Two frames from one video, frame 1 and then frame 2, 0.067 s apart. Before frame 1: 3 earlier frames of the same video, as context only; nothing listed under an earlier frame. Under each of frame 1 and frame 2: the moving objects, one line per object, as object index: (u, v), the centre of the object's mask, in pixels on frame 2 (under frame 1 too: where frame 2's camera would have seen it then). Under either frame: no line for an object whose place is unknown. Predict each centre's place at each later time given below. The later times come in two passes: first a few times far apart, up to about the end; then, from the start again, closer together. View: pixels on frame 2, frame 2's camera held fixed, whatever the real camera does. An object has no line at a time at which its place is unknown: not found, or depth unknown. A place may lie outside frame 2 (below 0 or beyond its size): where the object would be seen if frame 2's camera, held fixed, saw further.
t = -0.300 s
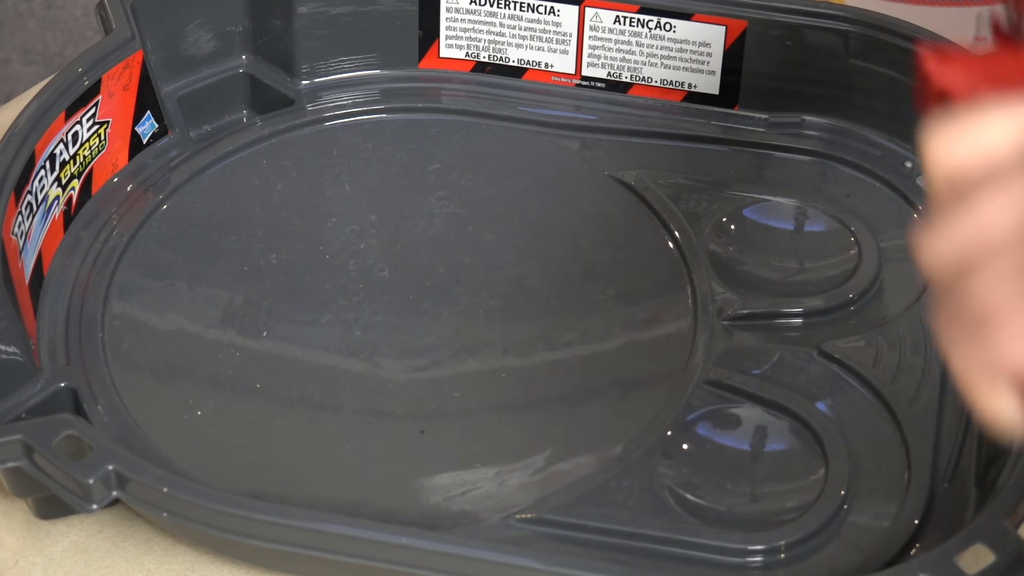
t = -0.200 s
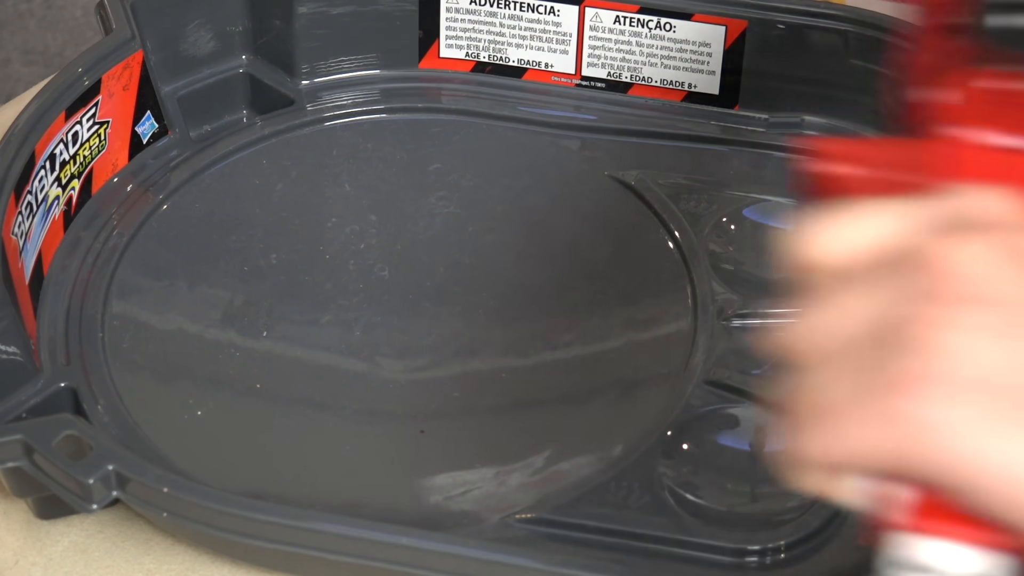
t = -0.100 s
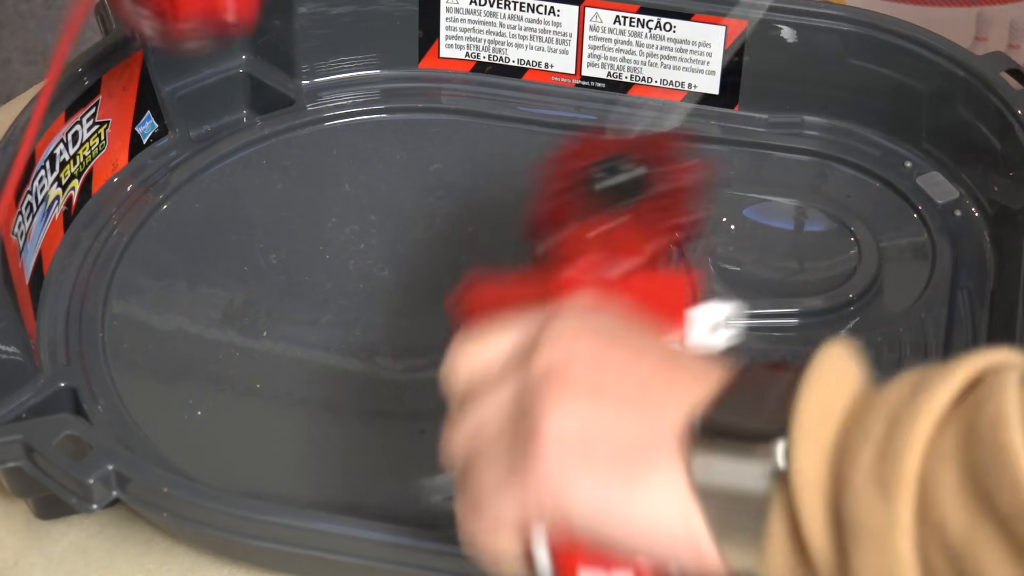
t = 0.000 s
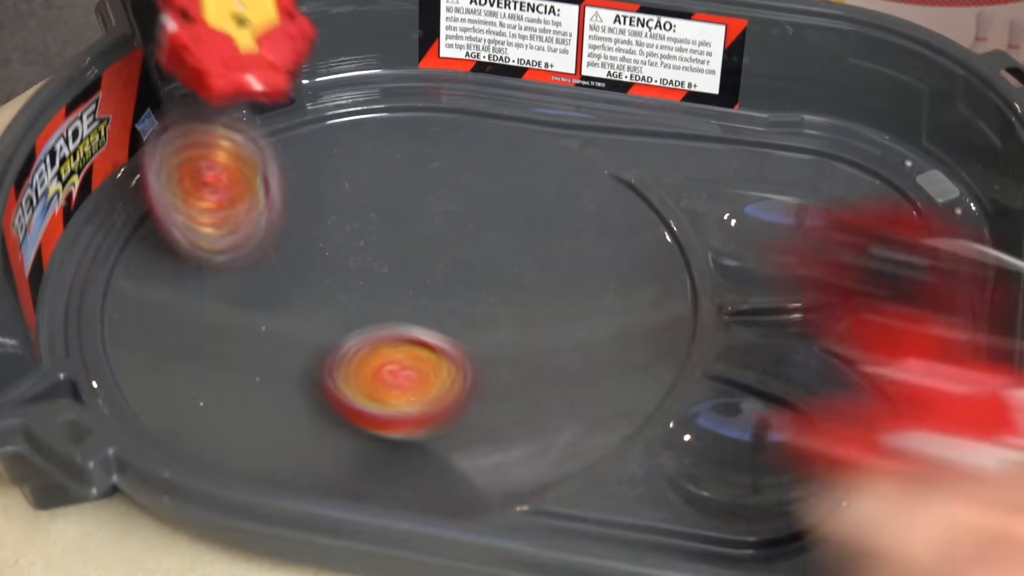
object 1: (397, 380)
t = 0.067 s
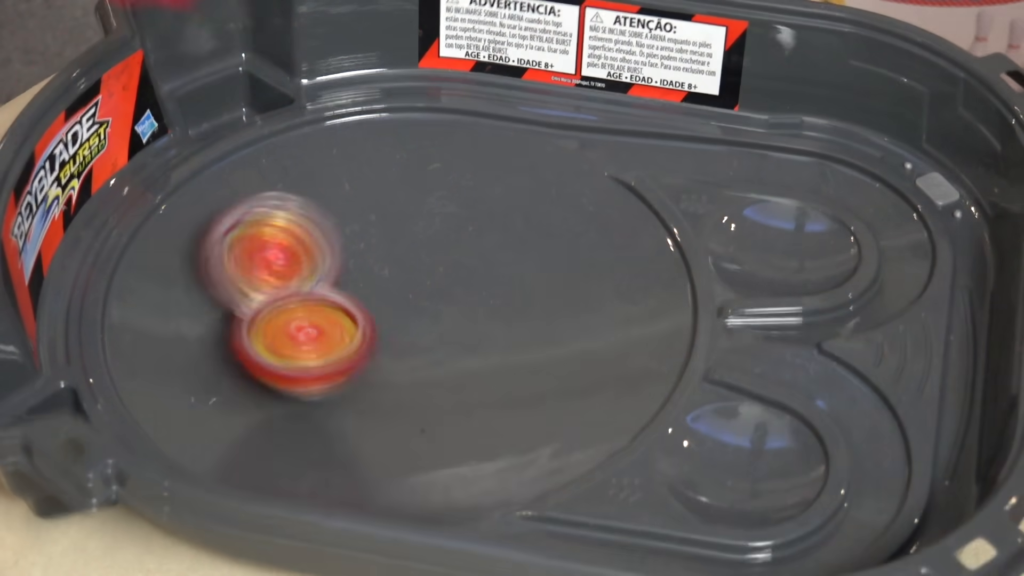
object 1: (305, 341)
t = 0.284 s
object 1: (208, 363)
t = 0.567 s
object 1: (582, 353)
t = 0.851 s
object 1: (532, 316)
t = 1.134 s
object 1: (141, 179)
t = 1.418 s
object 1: (310, 447)
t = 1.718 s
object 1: (851, 341)
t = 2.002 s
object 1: (380, 76)
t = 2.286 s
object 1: (362, 469)
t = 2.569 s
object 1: (720, 196)
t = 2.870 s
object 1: (191, 170)
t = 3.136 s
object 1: (398, 468)
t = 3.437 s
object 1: (650, 502)
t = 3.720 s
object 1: (889, 402)
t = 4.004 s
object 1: (513, 258)
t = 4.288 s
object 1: (136, 242)
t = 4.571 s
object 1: (278, 421)
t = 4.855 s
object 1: (575, 247)
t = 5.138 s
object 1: (286, 104)
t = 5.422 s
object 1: (229, 397)
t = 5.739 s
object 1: (665, 232)
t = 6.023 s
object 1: (506, 122)
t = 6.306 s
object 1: (447, 267)
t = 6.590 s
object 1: (585, 299)
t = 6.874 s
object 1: (459, 196)
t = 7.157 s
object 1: (270, 335)
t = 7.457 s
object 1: (469, 439)
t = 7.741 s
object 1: (539, 282)
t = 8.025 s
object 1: (436, 172)
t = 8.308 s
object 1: (314, 205)
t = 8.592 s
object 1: (330, 331)
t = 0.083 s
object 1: (288, 328)
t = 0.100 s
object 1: (274, 320)
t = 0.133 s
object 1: (247, 318)
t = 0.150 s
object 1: (233, 326)
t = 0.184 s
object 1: (213, 350)
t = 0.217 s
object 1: (203, 352)
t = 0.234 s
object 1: (203, 352)
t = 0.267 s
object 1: (203, 360)
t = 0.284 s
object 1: (208, 363)
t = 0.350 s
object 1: (246, 381)
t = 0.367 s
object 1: (261, 387)
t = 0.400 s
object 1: (299, 399)
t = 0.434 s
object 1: (348, 409)
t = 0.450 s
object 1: (376, 409)
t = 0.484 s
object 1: (440, 407)
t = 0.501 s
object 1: (471, 401)
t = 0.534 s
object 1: (529, 382)
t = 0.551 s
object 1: (557, 368)
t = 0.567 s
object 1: (582, 353)
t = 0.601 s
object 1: (625, 326)
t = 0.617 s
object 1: (637, 333)
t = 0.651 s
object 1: (652, 342)
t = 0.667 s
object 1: (656, 346)
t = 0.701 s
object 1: (648, 351)
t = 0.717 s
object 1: (639, 352)
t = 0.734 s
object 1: (629, 352)
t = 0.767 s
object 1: (604, 348)
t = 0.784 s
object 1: (591, 345)
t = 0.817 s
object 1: (563, 333)
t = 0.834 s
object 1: (547, 322)
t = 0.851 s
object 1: (532, 316)
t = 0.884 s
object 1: (498, 292)
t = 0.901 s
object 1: (479, 279)
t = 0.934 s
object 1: (435, 253)
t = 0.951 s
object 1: (410, 240)
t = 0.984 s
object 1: (359, 218)
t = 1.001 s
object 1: (332, 209)
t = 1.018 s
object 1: (306, 201)
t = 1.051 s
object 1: (253, 186)
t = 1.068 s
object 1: (226, 182)
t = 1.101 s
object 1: (178, 178)
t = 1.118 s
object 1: (154, 178)
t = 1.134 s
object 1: (141, 179)
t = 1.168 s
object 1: (120, 197)
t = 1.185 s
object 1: (109, 207)
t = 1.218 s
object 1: (100, 229)
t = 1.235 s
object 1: (105, 243)
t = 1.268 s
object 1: (118, 277)
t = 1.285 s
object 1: (128, 298)
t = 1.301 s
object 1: (139, 315)
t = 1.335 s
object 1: (172, 354)
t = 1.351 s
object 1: (193, 375)
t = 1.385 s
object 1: (244, 414)
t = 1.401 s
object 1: (275, 433)
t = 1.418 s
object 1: (310, 447)
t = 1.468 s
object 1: (434, 479)
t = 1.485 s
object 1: (479, 485)
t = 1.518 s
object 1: (571, 491)
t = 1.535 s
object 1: (617, 490)
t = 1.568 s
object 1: (710, 503)
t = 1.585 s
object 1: (759, 518)
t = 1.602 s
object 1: (806, 520)
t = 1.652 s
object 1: (885, 458)
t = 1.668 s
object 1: (896, 428)
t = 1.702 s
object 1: (878, 365)
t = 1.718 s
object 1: (851, 341)
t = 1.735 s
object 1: (818, 318)
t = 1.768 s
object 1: (743, 290)
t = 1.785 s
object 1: (702, 277)
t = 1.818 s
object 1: (655, 256)
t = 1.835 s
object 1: (635, 243)
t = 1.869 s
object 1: (594, 205)
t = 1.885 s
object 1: (576, 187)
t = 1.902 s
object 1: (553, 166)
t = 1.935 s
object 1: (504, 124)
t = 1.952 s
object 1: (476, 107)
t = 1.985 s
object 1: (414, 77)
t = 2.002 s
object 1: (380, 76)
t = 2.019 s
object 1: (346, 82)
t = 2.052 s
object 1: (274, 107)
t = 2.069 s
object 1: (243, 121)
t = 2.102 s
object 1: (180, 162)
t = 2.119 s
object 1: (155, 189)
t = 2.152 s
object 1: (122, 248)
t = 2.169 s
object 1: (116, 283)
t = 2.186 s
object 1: (119, 317)
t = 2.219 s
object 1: (159, 386)
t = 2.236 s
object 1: (196, 417)
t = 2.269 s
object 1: (297, 456)
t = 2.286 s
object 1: (362, 469)
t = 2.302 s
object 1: (423, 474)
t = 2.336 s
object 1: (547, 487)
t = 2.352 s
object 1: (611, 498)
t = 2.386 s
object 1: (729, 516)
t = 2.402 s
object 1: (793, 522)
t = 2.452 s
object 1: (884, 436)
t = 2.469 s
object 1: (883, 392)
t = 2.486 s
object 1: (863, 347)
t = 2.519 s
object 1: (805, 270)
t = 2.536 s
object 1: (778, 240)
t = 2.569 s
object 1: (720, 196)
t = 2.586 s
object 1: (693, 178)
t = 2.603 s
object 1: (672, 154)
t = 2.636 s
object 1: (633, 109)
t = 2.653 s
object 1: (608, 93)
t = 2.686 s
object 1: (547, 96)
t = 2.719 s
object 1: (485, 107)
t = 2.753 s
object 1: (422, 113)
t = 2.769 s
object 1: (386, 116)
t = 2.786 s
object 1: (350, 120)
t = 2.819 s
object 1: (278, 135)
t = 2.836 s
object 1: (249, 143)
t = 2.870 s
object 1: (191, 170)
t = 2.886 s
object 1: (164, 185)
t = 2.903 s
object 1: (140, 201)
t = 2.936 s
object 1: (127, 249)
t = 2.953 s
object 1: (127, 281)
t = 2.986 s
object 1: (140, 339)
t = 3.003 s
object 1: (155, 370)
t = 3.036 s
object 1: (200, 421)
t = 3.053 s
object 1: (238, 438)
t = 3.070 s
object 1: (285, 451)
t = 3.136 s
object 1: (398, 468)
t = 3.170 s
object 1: (429, 480)
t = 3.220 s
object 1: (483, 491)
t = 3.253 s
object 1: (517, 500)
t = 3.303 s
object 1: (560, 505)
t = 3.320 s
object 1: (571, 505)
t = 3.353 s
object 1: (591, 504)
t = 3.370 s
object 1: (600, 503)
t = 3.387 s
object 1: (610, 501)
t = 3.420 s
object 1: (634, 506)
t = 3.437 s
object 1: (650, 502)
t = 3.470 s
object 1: (685, 505)
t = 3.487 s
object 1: (701, 510)
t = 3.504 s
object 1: (720, 514)
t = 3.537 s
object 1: (762, 516)
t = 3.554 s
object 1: (785, 512)
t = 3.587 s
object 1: (827, 496)
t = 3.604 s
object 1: (846, 487)
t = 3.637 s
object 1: (875, 467)
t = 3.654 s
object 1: (885, 455)
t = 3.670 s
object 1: (892, 442)
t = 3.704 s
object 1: (892, 414)
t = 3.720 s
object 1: (889, 402)
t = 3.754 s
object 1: (871, 376)
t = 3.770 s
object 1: (857, 363)
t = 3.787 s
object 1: (841, 351)
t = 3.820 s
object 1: (798, 329)
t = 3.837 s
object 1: (774, 320)
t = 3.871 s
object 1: (725, 307)
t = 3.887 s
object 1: (696, 301)
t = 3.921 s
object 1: (645, 299)
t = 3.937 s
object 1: (618, 296)
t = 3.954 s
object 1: (591, 288)
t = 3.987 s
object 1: (538, 268)
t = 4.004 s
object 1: (513, 258)
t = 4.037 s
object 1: (461, 234)
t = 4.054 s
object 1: (436, 225)
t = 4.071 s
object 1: (409, 214)
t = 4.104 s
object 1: (356, 198)
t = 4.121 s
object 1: (329, 192)
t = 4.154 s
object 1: (273, 183)
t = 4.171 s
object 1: (244, 181)
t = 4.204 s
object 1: (191, 181)
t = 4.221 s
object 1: (165, 184)
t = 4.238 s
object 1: (148, 191)
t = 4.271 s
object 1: (141, 224)
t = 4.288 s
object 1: (136, 242)
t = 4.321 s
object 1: (129, 276)
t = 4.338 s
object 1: (129, 291)
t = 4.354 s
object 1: (130, 306)
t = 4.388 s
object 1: (134, 333)
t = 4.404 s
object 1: (139, 345)
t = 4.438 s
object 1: (155, 368)
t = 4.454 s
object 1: (166, 377)
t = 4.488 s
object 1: (191, 395)
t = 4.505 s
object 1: (206, 402)
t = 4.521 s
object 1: (221, 407)
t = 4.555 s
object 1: (259, 418)
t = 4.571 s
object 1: (278, 421)
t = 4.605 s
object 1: (320, 424)
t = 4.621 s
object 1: (342, 423)
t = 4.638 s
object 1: (365, 422)
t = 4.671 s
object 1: (414, 412)
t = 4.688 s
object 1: (437, 405)
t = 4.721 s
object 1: (479, 384)
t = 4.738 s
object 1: (501, 372)
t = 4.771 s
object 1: (533, 341)
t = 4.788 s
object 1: (547, 322)
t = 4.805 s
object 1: (557, 305)
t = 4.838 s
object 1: (573, 266)
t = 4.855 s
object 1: (575, 247)
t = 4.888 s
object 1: (572, 207)
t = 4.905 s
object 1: (569, 189)
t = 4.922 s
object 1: (560, 171)
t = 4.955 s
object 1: (536, 135)
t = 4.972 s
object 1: (523, 121)
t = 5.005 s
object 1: (487, 96)
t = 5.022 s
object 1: (463, 84)
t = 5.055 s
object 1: (414, 85)
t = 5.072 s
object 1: (388, 85)
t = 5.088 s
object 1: (361, 87)
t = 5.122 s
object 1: (311, 96)
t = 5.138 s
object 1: (286, 104)
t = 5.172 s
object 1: (243, 122)
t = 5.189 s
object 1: (222, 134)
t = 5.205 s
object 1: (205, 147)
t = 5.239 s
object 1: (175, 177)
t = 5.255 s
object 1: (163, 193)
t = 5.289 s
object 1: (148, 230)
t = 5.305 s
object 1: (144, 251)
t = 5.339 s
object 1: (147, 294)
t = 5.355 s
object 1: (155, 318)
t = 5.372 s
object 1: (170, 338)
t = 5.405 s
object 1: (206, 379)
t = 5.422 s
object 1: (229, 397)
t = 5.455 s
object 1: (287, 425)
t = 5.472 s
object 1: (318, 437)
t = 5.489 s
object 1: (351, 445)
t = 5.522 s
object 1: (425, 453)
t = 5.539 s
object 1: (460, 453)
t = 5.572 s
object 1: (531, 442)
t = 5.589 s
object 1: (563, 430)
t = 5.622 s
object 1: (609, 393)
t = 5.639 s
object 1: (632, 374)
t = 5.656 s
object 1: (652, 351)
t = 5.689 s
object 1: (666, 303)
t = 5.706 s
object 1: (675, 279)
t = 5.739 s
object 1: (665, 232)
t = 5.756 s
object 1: (656, 211)
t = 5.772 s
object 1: (647, 190)
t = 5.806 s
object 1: (607, 156)
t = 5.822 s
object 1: (590, 144)
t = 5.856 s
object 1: (549, 118)
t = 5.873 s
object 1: (534, 110)
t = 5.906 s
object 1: (533, 105)
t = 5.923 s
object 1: (532, 105)
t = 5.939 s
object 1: (530, 106)
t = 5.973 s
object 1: (521, 113)
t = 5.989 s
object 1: (517, 116)
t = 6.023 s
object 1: (506, 122)
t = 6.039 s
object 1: (502, 127)
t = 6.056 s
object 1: (497, 137)
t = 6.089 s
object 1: (488, 149)
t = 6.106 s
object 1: (483, 155)
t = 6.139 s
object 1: (474, 170)
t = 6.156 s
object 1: (469, 177)
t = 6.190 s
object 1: (460, 195)
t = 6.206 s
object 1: (458, 202)
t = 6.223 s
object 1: (452, 217)
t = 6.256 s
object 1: (447, 228)
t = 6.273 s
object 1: (444, 241)
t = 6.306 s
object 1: (447, 267)
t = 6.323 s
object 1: (447, 282)
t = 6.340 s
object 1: (451, 297)
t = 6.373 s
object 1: (461, 322)
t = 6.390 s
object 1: (470, 337)
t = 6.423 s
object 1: (487, 358)
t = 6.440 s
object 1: (498, 364)
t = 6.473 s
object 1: (521, 347)
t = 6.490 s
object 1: (528, 346)
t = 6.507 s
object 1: (541, 342)
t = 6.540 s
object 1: (566, 334)
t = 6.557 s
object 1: (573, 322)
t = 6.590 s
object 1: (585, 299)
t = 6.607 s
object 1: (587, 290)
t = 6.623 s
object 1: (590, 280)
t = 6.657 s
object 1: (590, 262)
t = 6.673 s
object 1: (588, 253)
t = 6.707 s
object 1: (578, 237)
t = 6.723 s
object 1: (570, 230)
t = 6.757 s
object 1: (552, 216)
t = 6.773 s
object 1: (540, 211)
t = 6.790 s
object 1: (529, 206)
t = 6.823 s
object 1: (502, 200)
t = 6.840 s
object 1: (488, 197)
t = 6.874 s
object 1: (459, 196)
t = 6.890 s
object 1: (442, 197)
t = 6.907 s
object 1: (426, 200)
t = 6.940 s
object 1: (392, 206)
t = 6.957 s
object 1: (377, 211)
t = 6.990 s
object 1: (346, 225)
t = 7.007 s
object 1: (333, 232)
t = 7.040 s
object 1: (308, 252)
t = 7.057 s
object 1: (297, 262)
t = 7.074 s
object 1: (288, 274)
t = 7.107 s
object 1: (275, 298)
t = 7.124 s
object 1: (273, 310)
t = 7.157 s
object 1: (270, 335)
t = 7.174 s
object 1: (271, 346)
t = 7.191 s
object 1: (274, 359)
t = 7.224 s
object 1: (286, 383)
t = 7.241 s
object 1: (296, 394)
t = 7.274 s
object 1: (321, 414)
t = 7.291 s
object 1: (337, 423)
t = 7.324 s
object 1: (372, 435)
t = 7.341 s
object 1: (390, 438)
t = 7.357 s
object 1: (411, 440)
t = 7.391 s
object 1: (435, 443)
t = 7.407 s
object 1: (446, 447)
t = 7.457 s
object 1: (469, 439)
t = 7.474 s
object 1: (479, 430)
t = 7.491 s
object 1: (489, 421)
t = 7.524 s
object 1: (506, 403)
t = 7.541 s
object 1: (513, 395)
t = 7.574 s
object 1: (524, 377)
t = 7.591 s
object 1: (529, 367)
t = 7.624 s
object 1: (537, 349)
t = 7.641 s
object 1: (539, 340)
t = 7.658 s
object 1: (541, 330)
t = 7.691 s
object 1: (543, 310)
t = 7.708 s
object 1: (541, 301)
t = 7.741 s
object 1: (539, 282)
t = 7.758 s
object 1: (537, 274)
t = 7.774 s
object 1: (534, 265)
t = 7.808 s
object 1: (526, 248)
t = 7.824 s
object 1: (522, 240)
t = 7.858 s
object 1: (512, 226)
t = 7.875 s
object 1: (505, 218)
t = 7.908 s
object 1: (492, 205)
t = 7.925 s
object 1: (486, 200)
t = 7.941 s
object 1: (477, 193)
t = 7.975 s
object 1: (462, 183)
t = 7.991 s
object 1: (453, 180)
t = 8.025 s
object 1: (436, 172)
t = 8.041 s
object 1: (427, 169)
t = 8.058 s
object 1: (418, 168)
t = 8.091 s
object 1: (400, 165)
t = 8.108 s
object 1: (392, 165)
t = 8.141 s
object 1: (376, 166)
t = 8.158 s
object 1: (367, 168)
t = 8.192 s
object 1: (352, 173)
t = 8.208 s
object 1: (346, 176)
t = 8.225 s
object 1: (339, 180)
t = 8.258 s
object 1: (327, 188)
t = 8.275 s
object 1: (323, 193)
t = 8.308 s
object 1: (314, 205)
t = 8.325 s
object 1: (309, 211)
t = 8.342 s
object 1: (306, 218)
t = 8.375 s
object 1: (300, 232)
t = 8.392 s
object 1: (298, 239)
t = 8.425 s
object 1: (297, 255)
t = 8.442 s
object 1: (298, 263)
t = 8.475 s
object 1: (300, 279)
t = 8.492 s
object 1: (302, 287)
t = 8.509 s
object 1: (306, 295)
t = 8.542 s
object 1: (314, 310)
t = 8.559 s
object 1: (319, 317)
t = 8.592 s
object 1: (330, 331)
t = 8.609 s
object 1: (337, 338)
